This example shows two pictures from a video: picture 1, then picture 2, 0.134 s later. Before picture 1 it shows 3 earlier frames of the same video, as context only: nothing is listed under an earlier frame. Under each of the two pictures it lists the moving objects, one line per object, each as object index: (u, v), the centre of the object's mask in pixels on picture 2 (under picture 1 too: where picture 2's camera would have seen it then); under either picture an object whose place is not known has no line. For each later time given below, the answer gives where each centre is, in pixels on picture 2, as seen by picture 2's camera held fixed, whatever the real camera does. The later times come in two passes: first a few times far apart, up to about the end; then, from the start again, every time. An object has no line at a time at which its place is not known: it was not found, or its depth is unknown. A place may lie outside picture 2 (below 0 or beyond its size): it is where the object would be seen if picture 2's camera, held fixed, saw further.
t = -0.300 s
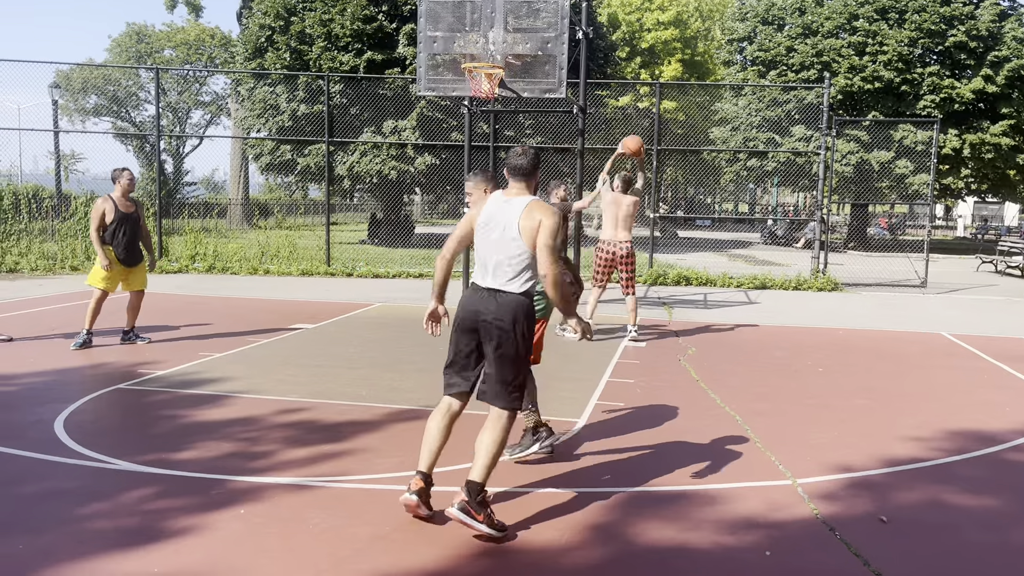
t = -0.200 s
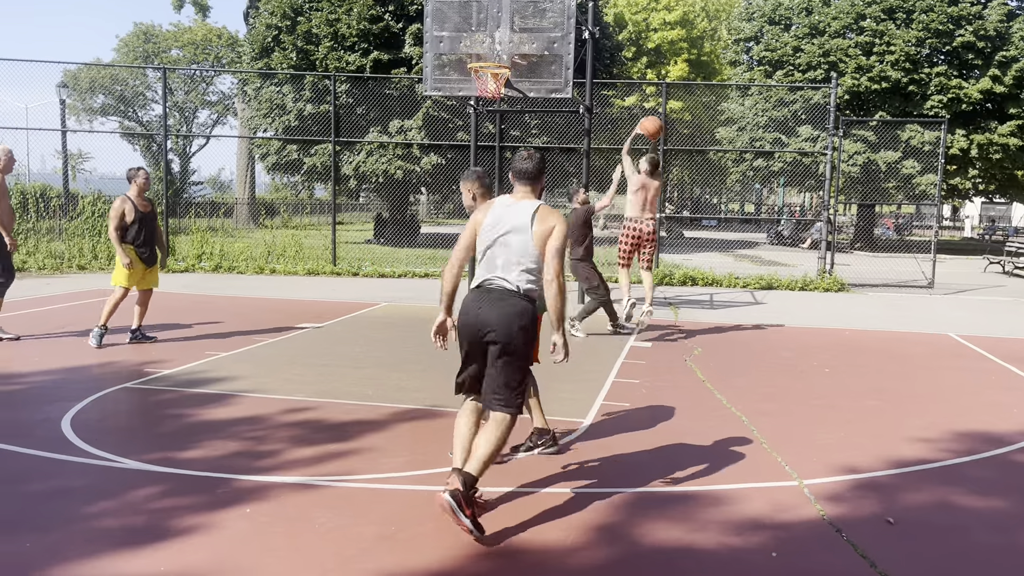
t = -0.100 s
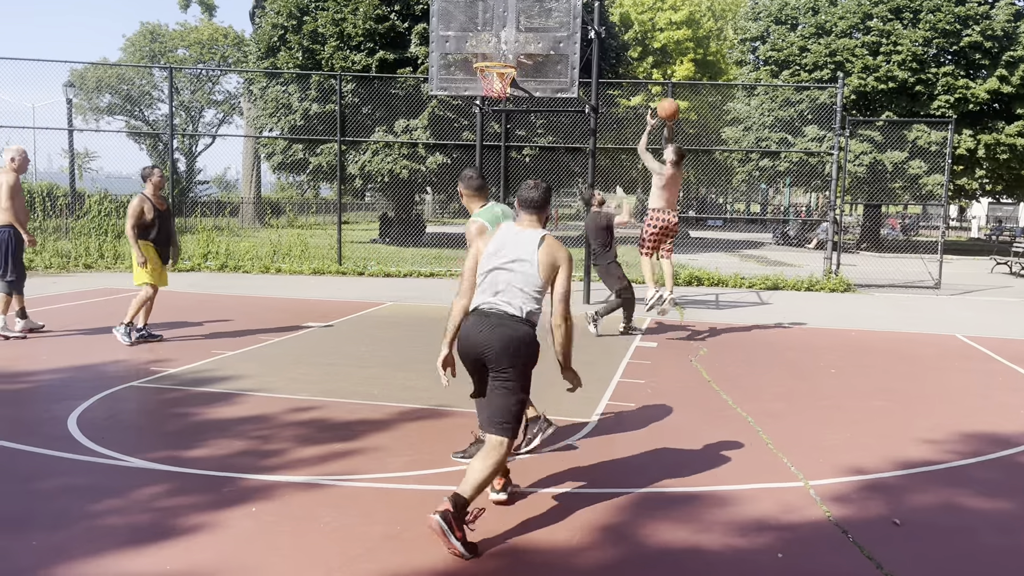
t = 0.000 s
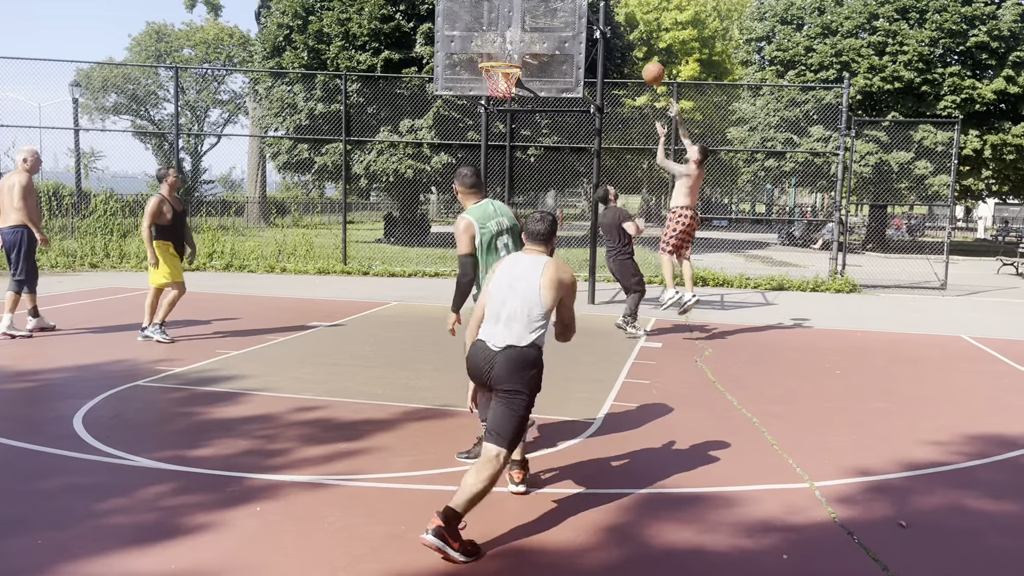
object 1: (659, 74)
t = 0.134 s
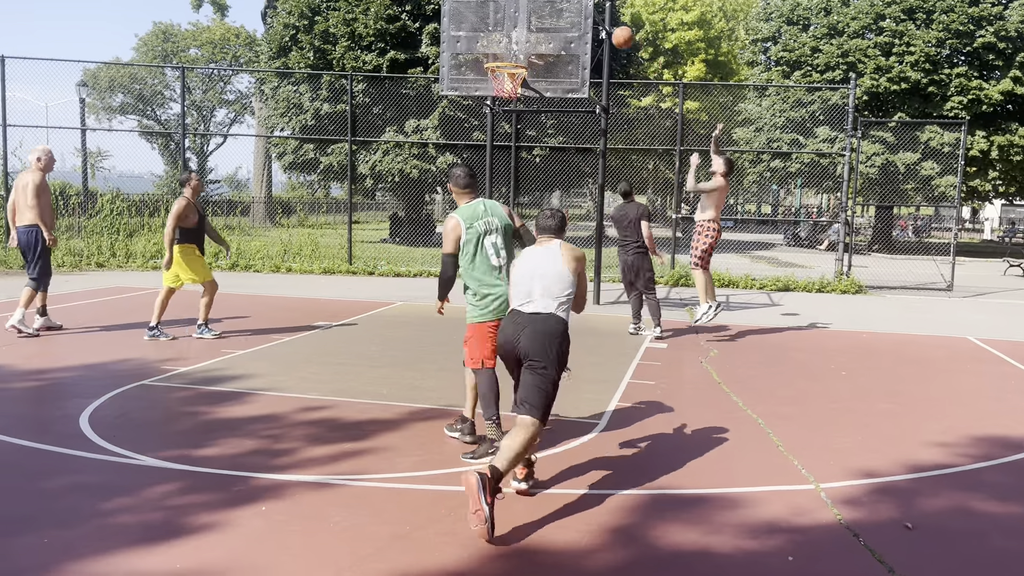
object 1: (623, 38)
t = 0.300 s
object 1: (579, 17)
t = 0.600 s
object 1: (521, 33)
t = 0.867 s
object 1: (506, 93)
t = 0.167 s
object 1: (614, 31)
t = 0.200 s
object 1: (605, 26)
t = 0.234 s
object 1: (596, 22)
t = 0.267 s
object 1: (587, 19)
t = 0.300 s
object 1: (579, 17)
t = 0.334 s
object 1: (570, 16)
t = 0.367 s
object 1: (562, 16)
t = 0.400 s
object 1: (553, 17)
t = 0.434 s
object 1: (545, 19)
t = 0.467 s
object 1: (540, 20)
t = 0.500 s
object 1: (535, 22)
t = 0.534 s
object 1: (530, 25)
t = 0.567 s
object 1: (526, 28)
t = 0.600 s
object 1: (521, 33)
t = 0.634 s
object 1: (516, 39)
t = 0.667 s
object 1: (512, 45)
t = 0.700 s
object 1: (507, 53)
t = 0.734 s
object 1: (502, 60)
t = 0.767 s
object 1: (499, 73)
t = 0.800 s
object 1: (500, 78)
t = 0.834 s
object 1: (511, 82)
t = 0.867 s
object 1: (506, 93)
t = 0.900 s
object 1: (506, 102)
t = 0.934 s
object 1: (508, 110)
